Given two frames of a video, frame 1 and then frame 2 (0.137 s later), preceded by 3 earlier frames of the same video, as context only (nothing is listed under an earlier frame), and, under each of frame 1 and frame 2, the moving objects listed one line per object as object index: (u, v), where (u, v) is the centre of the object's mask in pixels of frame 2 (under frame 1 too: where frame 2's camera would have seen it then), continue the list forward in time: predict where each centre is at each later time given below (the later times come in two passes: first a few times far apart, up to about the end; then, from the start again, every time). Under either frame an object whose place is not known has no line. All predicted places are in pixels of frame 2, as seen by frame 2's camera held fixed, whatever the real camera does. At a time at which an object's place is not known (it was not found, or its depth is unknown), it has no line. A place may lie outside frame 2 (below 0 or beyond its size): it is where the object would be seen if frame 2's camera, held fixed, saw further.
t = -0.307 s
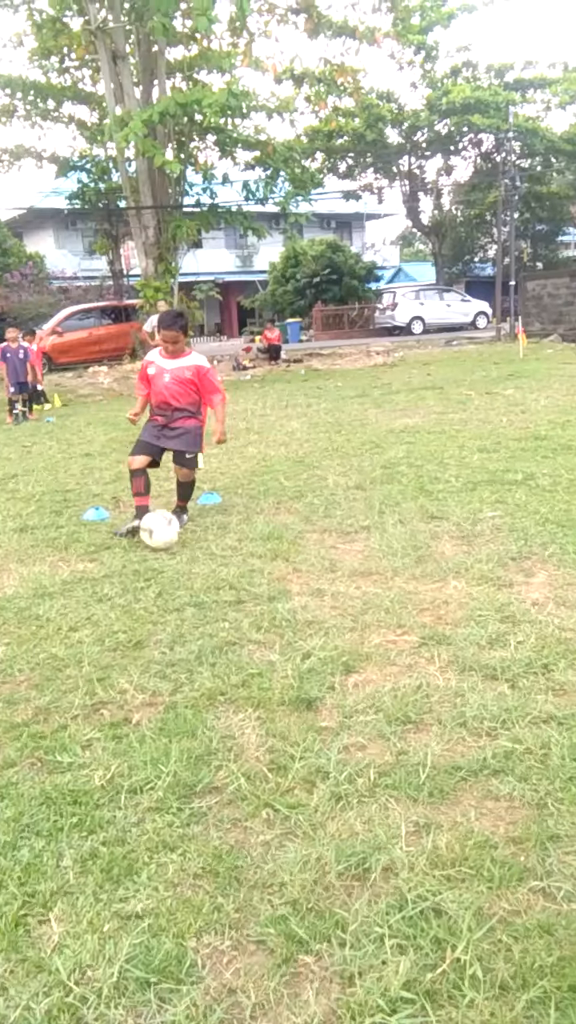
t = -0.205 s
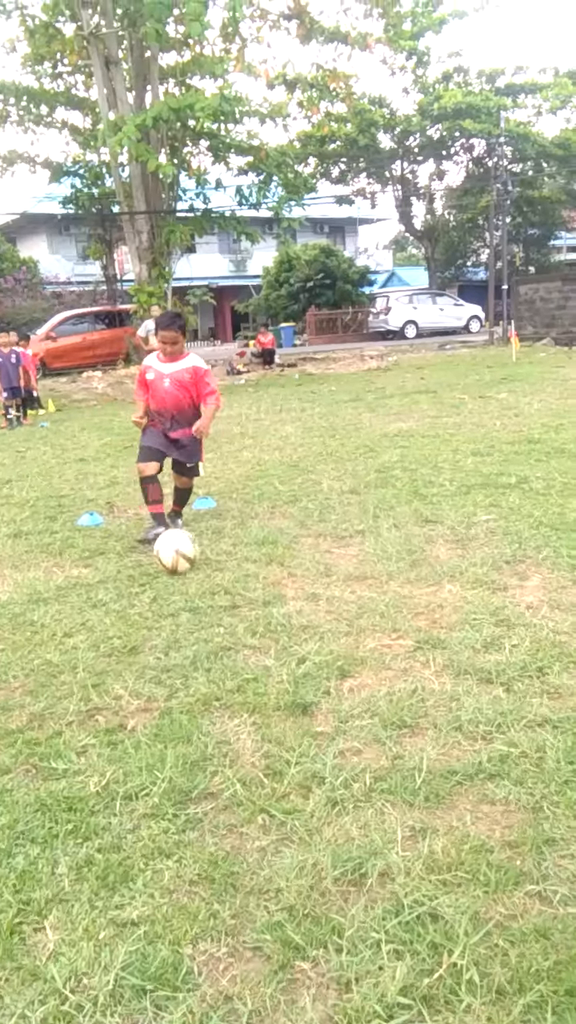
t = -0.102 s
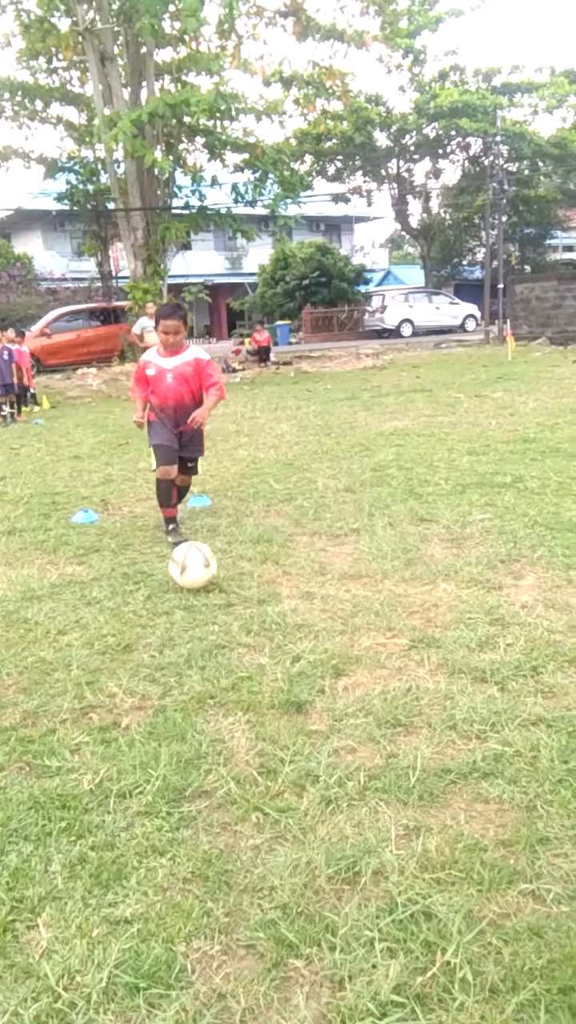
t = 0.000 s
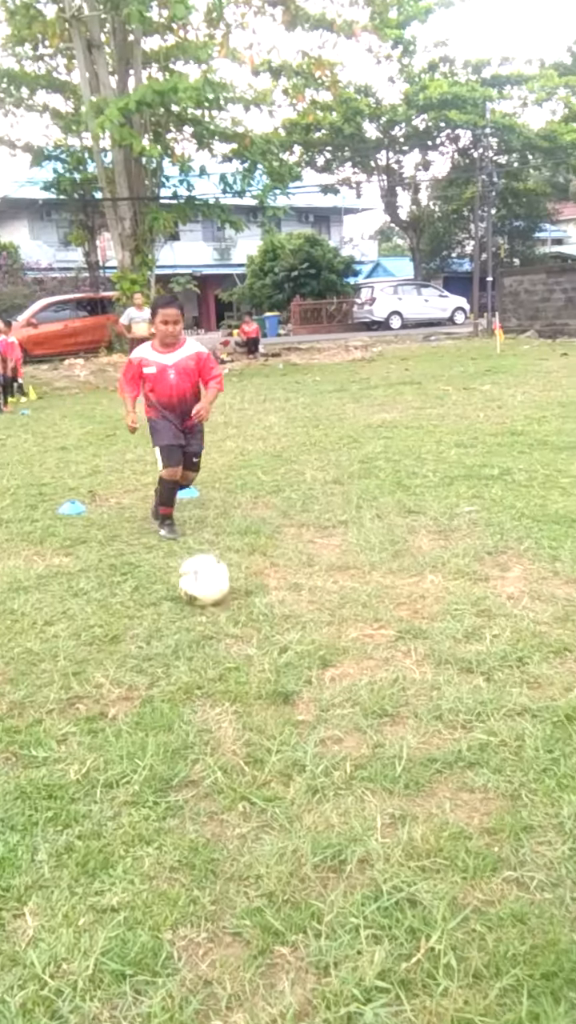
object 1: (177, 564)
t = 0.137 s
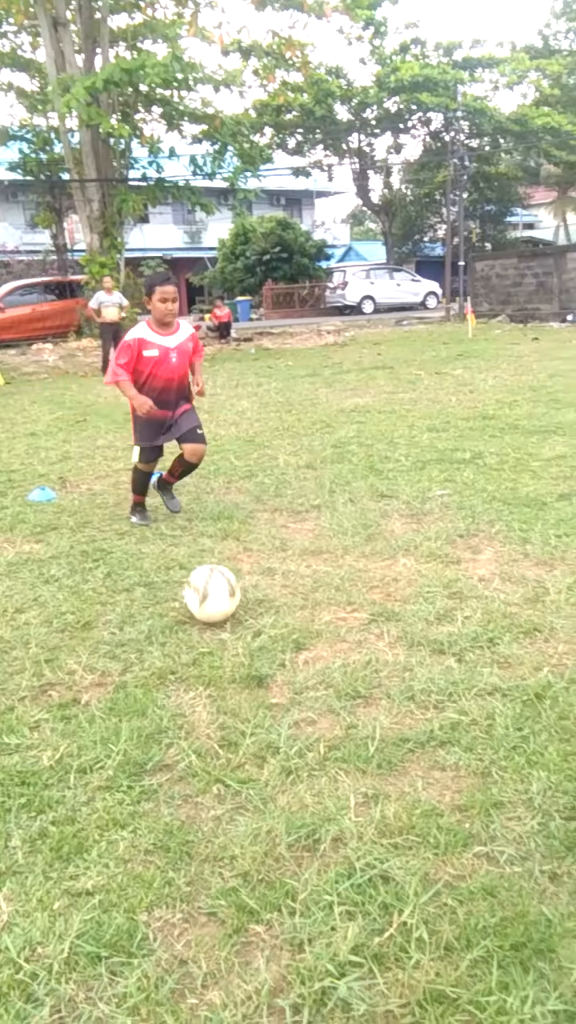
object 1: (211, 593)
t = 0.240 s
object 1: (244, 618)
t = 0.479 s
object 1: (336, 671)
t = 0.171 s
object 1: (222, 602)
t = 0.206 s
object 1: (233, 612)
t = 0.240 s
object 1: (244, 618)
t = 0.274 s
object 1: (255, 624)
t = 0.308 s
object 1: (266, 631)
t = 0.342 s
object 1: (280, 645)
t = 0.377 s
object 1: (294, 660)
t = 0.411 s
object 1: (308, 671)
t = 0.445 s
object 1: (321, 669)
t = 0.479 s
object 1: (336, 671)
